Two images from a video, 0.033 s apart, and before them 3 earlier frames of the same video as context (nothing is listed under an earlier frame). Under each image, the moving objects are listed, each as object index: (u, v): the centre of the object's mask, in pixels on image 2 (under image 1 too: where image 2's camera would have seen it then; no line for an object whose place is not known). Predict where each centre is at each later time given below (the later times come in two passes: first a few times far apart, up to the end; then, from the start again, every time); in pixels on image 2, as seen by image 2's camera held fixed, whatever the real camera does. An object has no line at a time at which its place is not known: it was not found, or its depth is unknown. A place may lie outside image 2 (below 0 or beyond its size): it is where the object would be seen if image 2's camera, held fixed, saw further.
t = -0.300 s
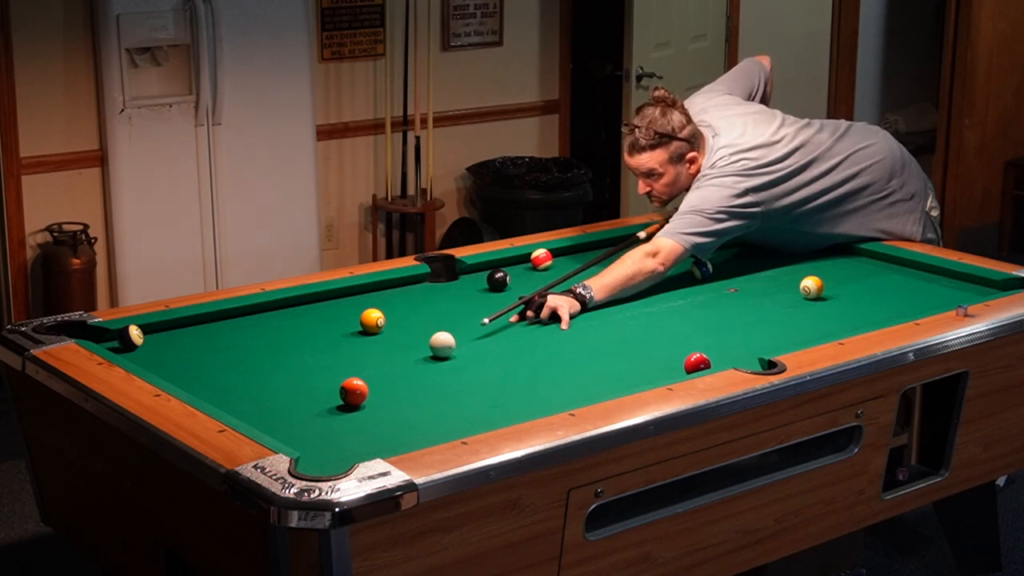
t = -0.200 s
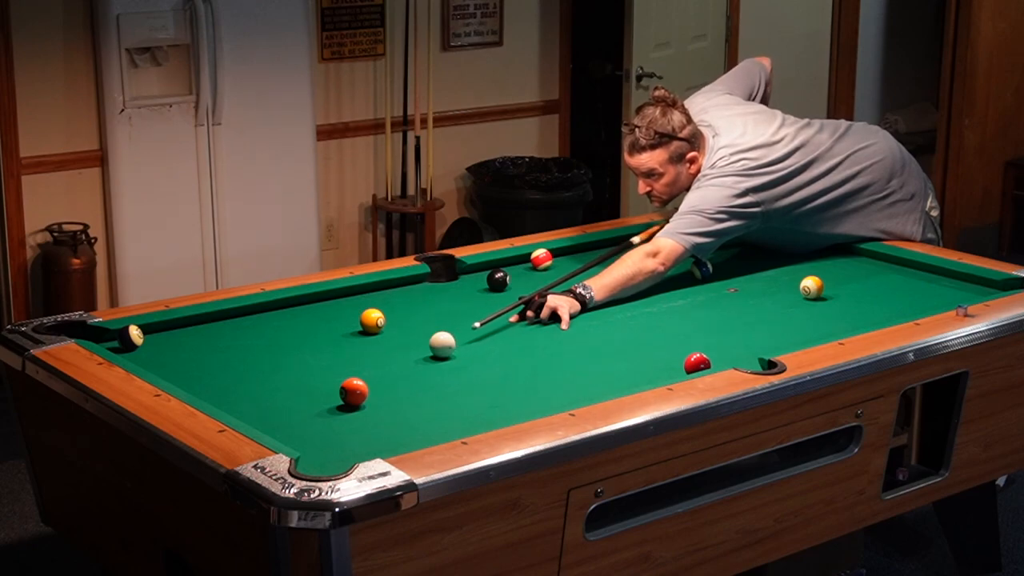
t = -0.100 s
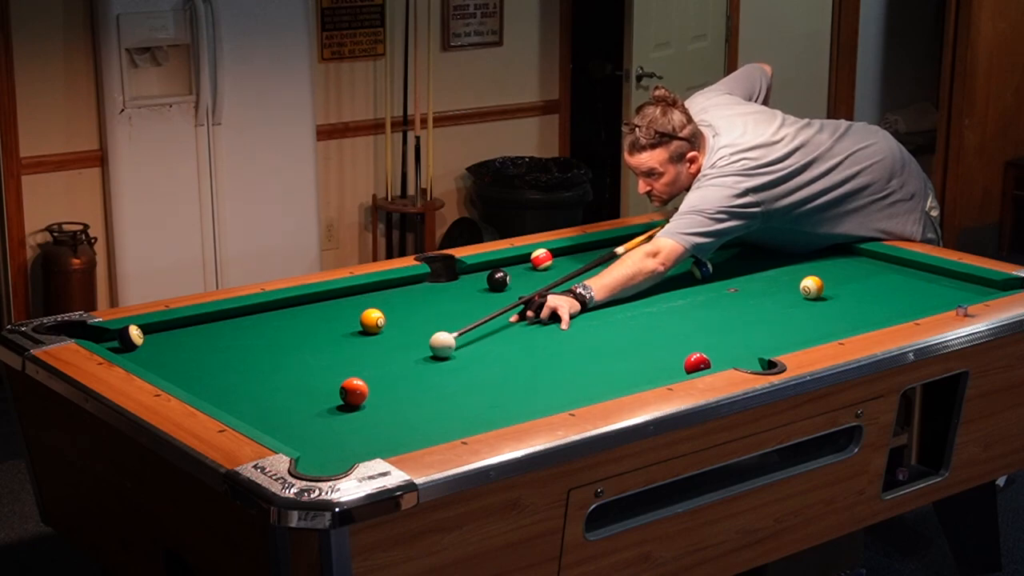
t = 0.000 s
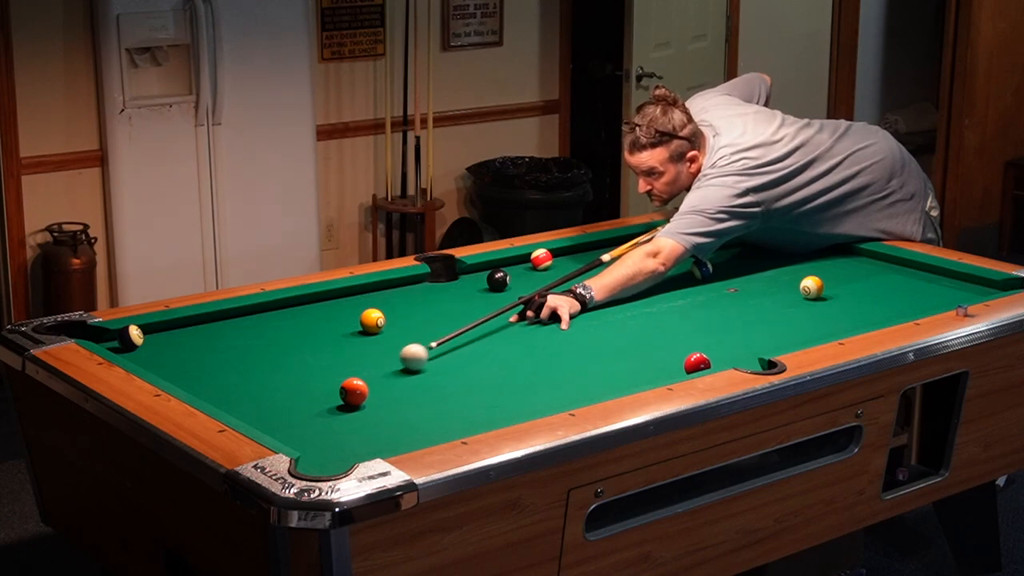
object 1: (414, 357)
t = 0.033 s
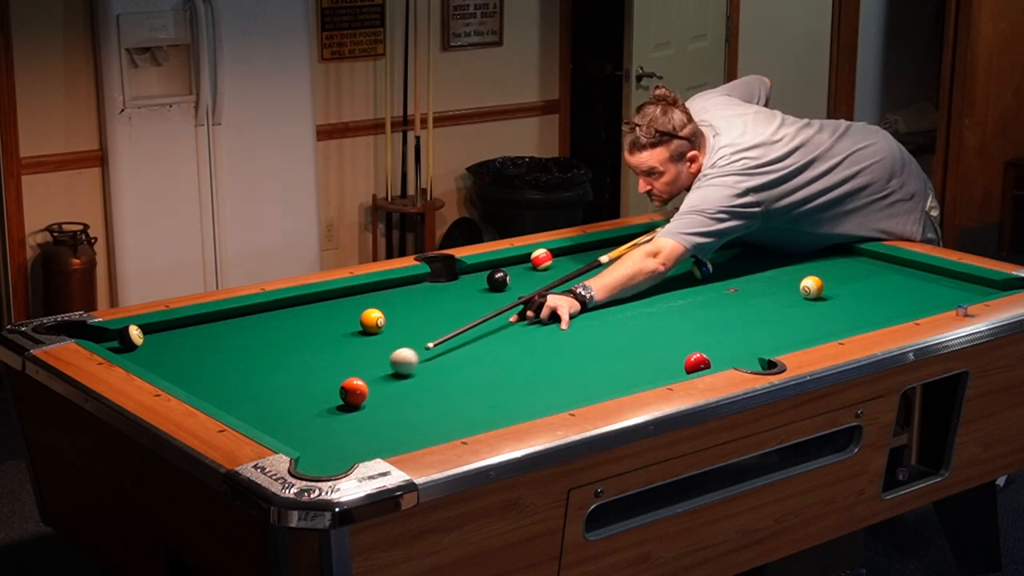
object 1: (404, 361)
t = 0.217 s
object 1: (348, 377)
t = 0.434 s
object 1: (287, 389)
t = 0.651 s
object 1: (225, 395)
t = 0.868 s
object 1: (219, 388)
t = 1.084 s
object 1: (236, 377)
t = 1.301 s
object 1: (253, 366)
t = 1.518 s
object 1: (268, 356)
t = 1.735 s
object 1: (282, 348)
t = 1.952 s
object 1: (296, 340)
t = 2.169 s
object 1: (308, 333)
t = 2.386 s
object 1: (319, 326)
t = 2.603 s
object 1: (329, 321)
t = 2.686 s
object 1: (333, 319)
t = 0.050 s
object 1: (399, 363)
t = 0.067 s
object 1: (394, 366)
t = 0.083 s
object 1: (390, 368)
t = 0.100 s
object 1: (385, 370)
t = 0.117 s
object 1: (380, 372)
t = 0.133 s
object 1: (375, 374)
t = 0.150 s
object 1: (371, 375)
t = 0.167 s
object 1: (367, 375)
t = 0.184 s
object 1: (362, 375)
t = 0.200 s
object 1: (356, 375)
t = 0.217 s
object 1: (348, 377)
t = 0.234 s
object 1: (343, 379)
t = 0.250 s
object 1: (338, 381)
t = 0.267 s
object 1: (334, 382)
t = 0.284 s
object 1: (330, 384)
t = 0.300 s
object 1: (325, 385)
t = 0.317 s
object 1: (320, 385)
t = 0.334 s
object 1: (315, 386)
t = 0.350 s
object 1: (311, 386)
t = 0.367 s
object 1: (306, 387)
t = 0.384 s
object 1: (301, 387)
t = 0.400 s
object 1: (296, 388)
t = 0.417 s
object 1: (291, 389)
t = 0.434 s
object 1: (287, 389)
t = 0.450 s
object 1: (282, 389)
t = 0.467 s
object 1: (277, 390)
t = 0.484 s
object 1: (272, 390)
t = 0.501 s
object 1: (267, 391)
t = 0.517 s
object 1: (263, 391)
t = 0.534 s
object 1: (258, 392)
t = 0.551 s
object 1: (253, 392)
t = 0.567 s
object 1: (248, 393)
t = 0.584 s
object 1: (244, 393)
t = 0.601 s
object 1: (239, 394)
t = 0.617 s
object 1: (234, 394)
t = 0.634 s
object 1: (229, 395)
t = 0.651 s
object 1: (225, 395)
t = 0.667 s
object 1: (221, 395)
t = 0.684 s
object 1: (216, 395)
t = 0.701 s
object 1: (212, 394)
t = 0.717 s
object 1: (208, 393)
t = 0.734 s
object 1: (208, 393)
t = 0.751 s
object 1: (209, 392)
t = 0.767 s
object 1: (211, 392)
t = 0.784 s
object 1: (212, 392)
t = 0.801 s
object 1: (213, 392)
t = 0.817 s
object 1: (215, 391)
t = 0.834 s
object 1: (216, 391)
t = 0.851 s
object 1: (217, 390)
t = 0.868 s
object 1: (219, 388)
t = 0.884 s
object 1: (220, 388)
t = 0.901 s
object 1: (221, 387)
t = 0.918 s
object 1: (223, 386)
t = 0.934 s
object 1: (224, 385)
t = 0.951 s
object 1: (226, 384)
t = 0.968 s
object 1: (227, 383)
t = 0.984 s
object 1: (228, 382)
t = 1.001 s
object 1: (230, 381)
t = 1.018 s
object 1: (231, 380)
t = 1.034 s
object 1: (232, 379)
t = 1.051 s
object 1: (234, 379)
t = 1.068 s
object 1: (235, 377)
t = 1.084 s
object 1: (236, 377)
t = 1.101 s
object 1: (238, 376)
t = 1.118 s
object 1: (239, 375)
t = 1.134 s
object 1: (240, 374)
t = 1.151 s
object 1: (242, 373)
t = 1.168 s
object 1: (243, 372)
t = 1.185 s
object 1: (244, 371)
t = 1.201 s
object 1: (245, 371)
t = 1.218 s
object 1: (247, 370)
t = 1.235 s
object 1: (248, 369)
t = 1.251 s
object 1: (249, 368)
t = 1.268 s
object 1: (250, 368)
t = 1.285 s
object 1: (252, 367)
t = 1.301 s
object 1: (253, 366)
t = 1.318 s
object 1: (254, 365)
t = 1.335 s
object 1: (255, 365)
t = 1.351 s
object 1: (256, 364)
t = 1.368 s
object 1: (258, 363)
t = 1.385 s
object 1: (259, 362)
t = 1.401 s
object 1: (260, 361)
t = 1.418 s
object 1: (261, 361)
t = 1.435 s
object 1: (262, 360)
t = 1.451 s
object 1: (264, 359)
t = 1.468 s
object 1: (265, 358)
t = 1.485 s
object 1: (266, 358)
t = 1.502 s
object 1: (267, 357)
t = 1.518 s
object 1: (268, 356)
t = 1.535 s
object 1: (270, 356)
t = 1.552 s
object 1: (270, 355)
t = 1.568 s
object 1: (272, 354)
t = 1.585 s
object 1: (273, 354)
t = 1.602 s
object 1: (274, 353)
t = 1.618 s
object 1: (275, 352)
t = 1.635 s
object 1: (276, 351)
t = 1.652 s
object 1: (277, 351)
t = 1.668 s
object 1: (278, 350)
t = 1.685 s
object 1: (279, 350)
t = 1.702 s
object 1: (280, 349)
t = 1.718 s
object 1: (281, 348)
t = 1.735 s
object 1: (282, 348)
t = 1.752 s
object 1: (283, 347)
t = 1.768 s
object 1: (284, 346)
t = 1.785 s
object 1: (285, 346)
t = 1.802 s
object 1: (287, 345)
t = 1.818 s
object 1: (288, 345)
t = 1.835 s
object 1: (289, 344)
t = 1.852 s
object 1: (290, 343)
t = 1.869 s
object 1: (291, 343)
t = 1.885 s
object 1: (292, 342)
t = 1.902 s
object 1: (293, 342)
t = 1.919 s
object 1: (294, 341)
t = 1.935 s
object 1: (295, 340)
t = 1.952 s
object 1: (296, 340)
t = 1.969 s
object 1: (297, 339)
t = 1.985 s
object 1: (298, 339)
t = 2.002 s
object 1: (299, 338)
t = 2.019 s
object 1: (300, 338)
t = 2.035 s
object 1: (301, 337)
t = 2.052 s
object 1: (301, 336)
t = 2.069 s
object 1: (302, 336)
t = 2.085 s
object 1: (303, 335)
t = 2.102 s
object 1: (304, 335)
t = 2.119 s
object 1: (305, 334)
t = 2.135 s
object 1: (306, 334)
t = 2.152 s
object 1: (307, 333)
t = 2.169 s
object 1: (308, 333)
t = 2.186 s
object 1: (309, 332)
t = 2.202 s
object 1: (310, 332)
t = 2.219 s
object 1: (311, 331)
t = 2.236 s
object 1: (312, 331)
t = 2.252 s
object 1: (312, 330)
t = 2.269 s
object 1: (313, 330)
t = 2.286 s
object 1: (314, 329)
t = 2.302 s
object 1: (315, 329)
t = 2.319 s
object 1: (316, 328)
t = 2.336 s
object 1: (317, 328)
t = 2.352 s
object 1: (317, 327)
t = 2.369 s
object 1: (318, 327)
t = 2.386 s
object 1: (319, 326)
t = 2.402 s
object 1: (320, 326)
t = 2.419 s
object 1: (321, 325)
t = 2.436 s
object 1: (321, 325)
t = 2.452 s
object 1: (322, 325)
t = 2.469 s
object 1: (323, 324)
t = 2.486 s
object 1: (324, 324)
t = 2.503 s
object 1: (325, 323)
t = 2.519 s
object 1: (325, 323)
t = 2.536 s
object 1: (326, 322)
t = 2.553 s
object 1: (327, 322)
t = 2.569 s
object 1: (328, 321)
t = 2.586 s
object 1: (328, 321)
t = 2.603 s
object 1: (329, 321)
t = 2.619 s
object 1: (330, 320)
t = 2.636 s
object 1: (331, 320)
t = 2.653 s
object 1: (331, 319)
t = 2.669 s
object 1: (332, 319)
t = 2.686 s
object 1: (333, 319)
